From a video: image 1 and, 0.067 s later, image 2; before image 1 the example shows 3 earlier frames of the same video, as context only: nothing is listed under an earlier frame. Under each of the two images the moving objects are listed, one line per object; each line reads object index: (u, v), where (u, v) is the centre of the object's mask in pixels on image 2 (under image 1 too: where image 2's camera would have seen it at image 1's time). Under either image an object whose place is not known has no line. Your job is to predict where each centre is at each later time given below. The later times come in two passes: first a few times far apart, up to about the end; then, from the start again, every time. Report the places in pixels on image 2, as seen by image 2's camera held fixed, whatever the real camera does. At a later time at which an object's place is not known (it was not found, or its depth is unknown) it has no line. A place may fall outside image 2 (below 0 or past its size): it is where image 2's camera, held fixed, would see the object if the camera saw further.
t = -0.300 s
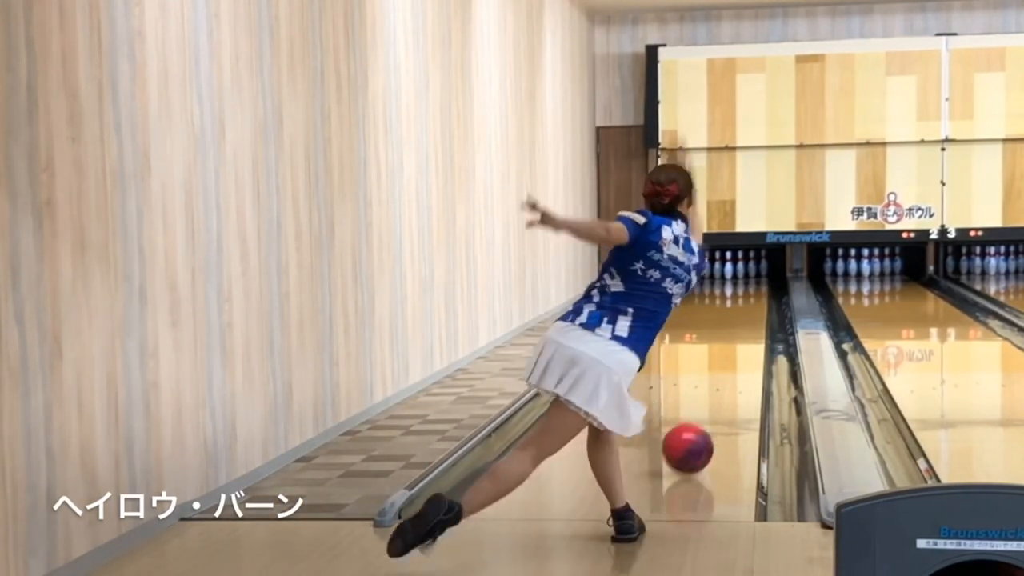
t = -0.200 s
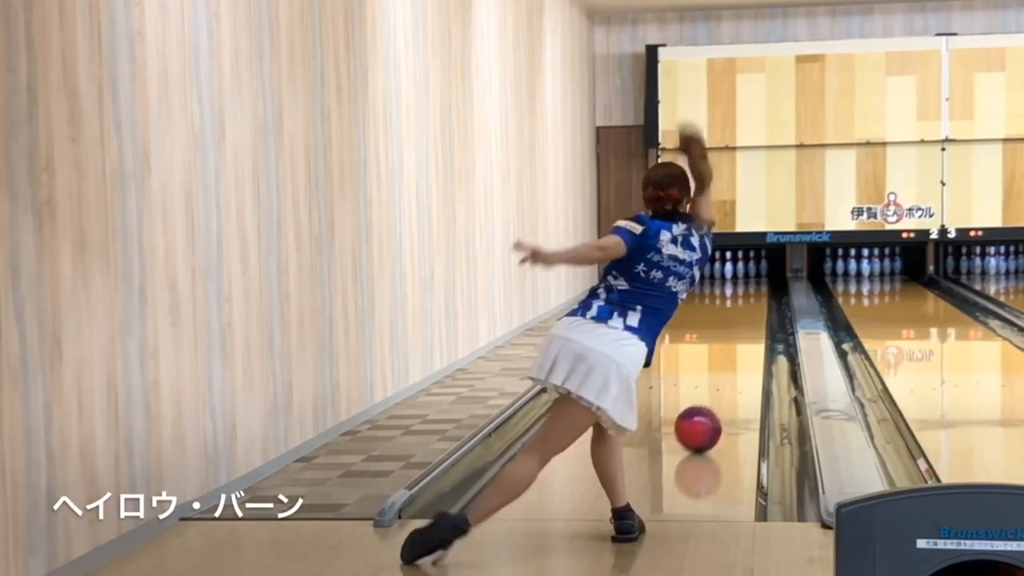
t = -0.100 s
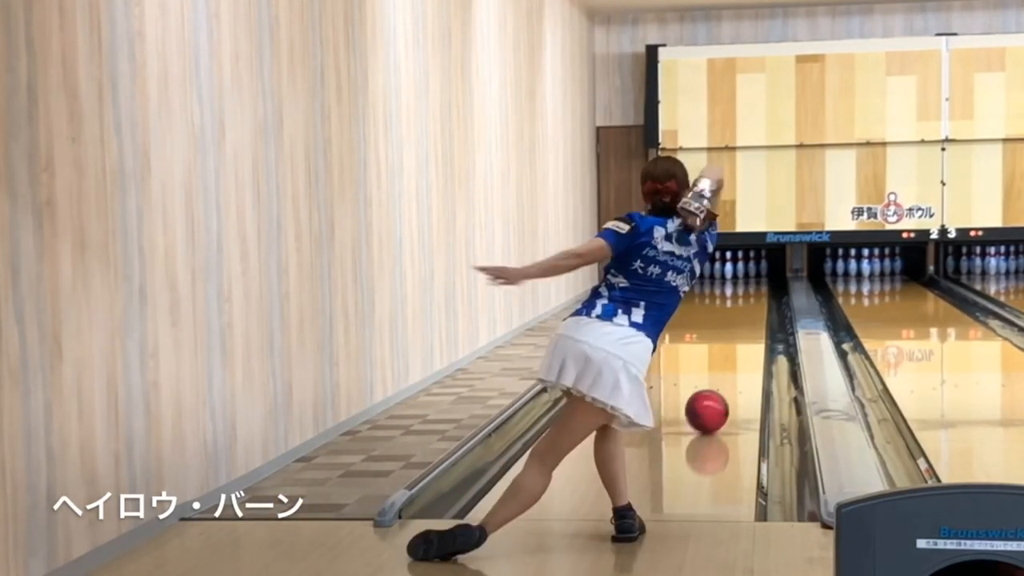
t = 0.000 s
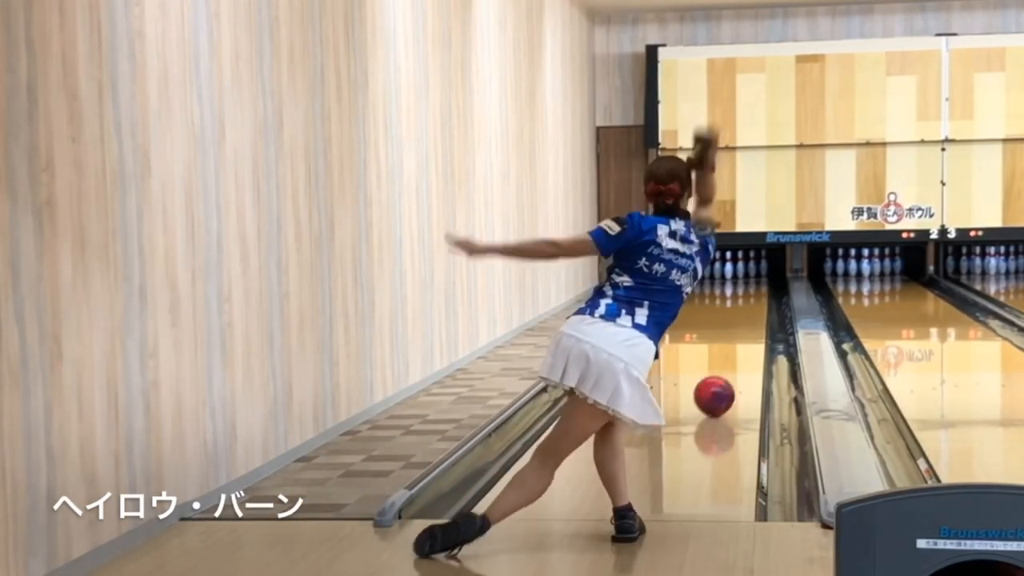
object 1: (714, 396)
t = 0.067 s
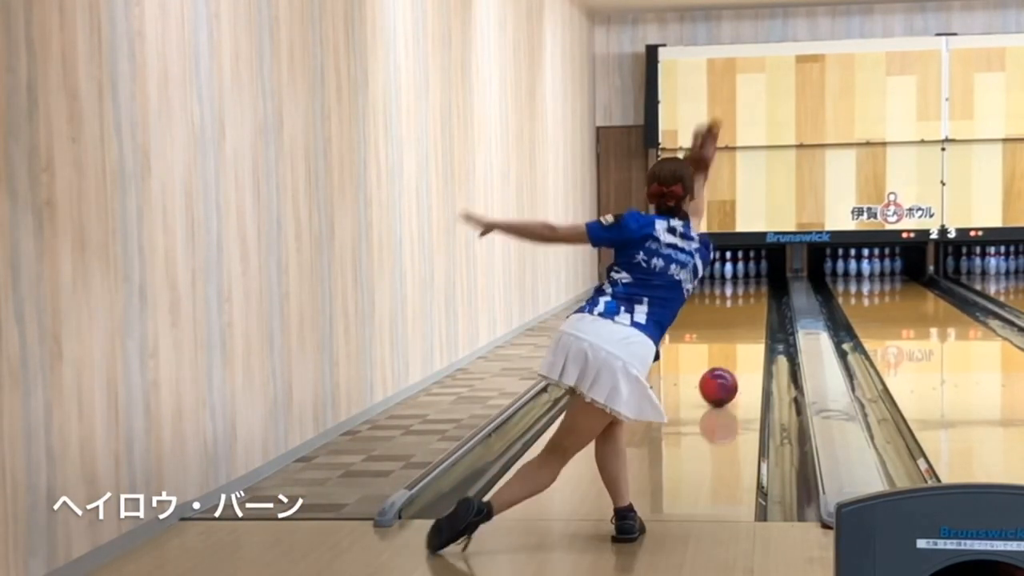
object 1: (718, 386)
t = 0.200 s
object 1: (726, 370)
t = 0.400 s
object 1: (735, 351)
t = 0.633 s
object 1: (742, 333)
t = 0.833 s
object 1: (748, 320)
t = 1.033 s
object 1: (752, 310)
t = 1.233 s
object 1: (754, 302)
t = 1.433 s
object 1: (755, 294)
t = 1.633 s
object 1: (755, 288)
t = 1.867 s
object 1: (751, 282)
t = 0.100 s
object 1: (720, 382)
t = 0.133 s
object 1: (722, 378)
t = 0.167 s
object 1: (724, 374)
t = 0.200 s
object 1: (726, 370)
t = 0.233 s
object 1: (727, 367)
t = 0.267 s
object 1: (729, 363)
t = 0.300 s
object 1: (730, 360)
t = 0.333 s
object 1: (732, 357)
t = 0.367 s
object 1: (733, 354)
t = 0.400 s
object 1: (735, 351)
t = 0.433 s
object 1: (736, 348)
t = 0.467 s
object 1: (737, 345)
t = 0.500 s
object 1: (738, 342)
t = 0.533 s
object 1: (739, 340)
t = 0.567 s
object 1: (741, 337)
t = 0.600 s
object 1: (742, 334)
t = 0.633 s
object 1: (742, 333)
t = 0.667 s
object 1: (743, 330)
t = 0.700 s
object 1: (744, 328)
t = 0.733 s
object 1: (746, 326)
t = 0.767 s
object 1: (746, 324)
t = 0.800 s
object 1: (747, 323)
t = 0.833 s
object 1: (748, 320)
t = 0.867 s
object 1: (749, 319)
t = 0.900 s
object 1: (749, 317)
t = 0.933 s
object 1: (749, 316)
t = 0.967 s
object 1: (750, 314)
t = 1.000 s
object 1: (751, 312)
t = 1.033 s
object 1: (752, 310)
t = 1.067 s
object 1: (752, 309)
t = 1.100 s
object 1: (752, 308)
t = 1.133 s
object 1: (753, 306)
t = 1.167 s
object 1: (753, 304)
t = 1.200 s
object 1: (754, 302)
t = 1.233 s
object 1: (754, 302)
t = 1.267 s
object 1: (755, 300)
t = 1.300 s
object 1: (755, 299)
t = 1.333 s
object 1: (755, 298)
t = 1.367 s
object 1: (754, 297)
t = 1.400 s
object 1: (755, 295)
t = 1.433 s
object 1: (755, 294)
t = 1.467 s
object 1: (755, 293)
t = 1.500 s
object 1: (756, 292)
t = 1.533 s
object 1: (756, 291)
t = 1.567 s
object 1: (756, 290)
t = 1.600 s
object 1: (756, 289)
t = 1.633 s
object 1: (755, 288)
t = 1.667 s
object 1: (755, 287)
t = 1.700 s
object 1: (754, 286)
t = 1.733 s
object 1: (754, 285)
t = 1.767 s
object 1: (753, 284)
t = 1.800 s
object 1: (753, 285)
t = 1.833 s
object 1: (752, 284)
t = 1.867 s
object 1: (751, 282)
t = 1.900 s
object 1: (749, 281)
